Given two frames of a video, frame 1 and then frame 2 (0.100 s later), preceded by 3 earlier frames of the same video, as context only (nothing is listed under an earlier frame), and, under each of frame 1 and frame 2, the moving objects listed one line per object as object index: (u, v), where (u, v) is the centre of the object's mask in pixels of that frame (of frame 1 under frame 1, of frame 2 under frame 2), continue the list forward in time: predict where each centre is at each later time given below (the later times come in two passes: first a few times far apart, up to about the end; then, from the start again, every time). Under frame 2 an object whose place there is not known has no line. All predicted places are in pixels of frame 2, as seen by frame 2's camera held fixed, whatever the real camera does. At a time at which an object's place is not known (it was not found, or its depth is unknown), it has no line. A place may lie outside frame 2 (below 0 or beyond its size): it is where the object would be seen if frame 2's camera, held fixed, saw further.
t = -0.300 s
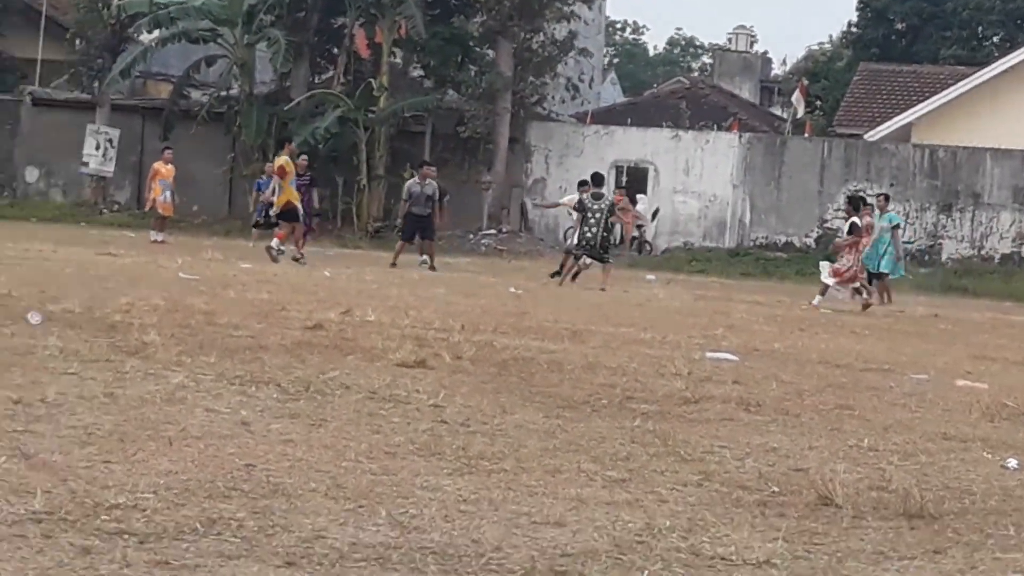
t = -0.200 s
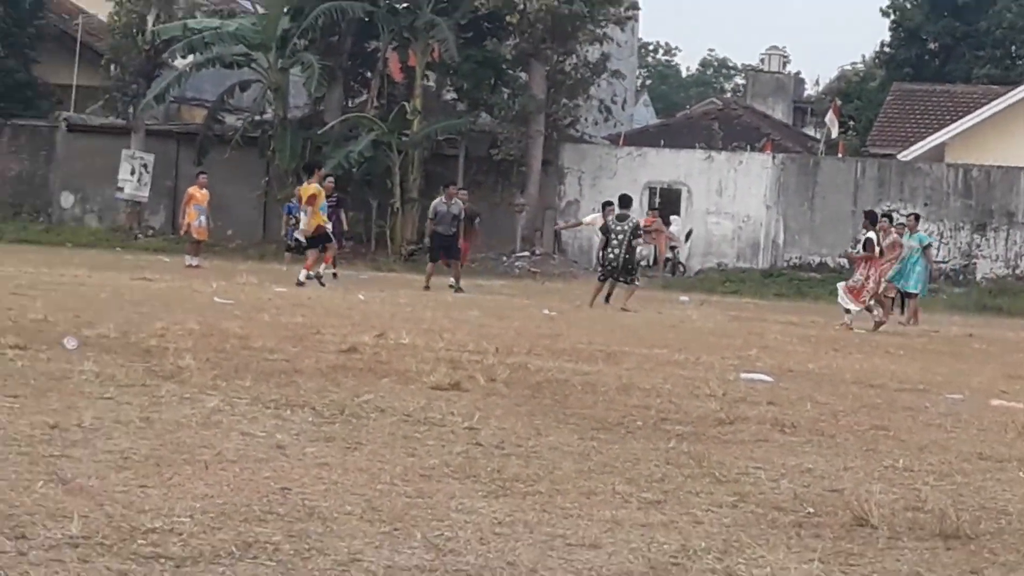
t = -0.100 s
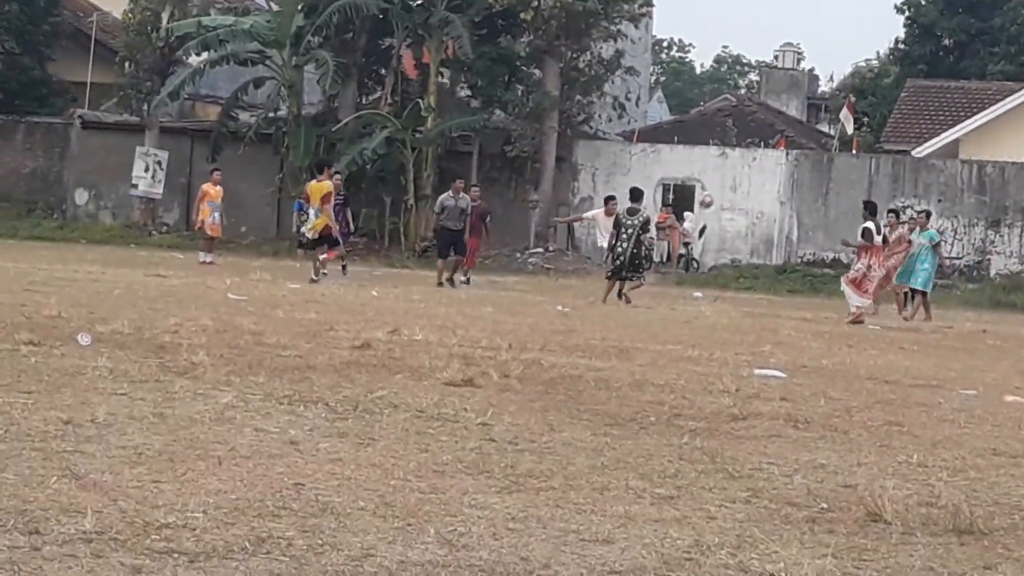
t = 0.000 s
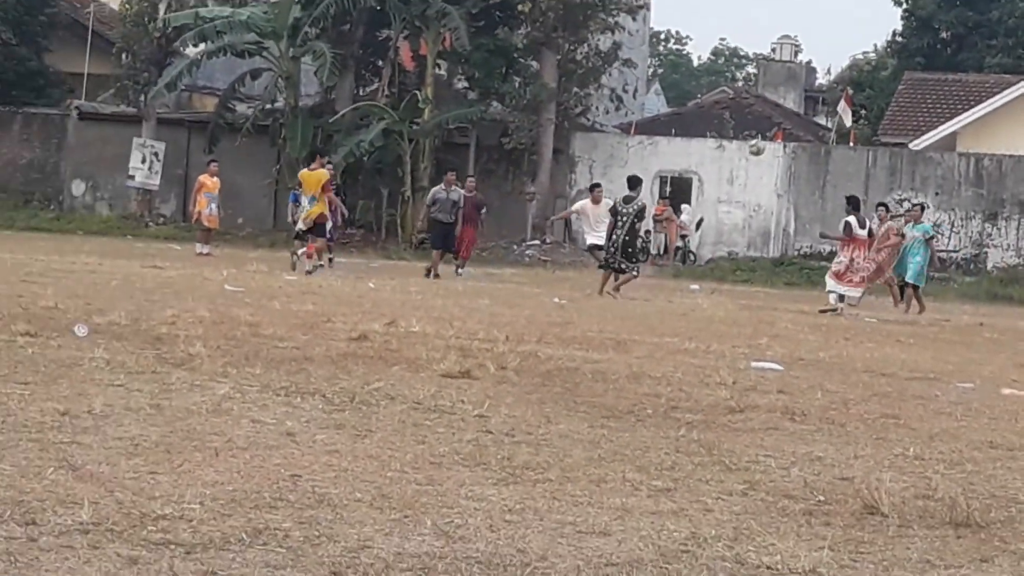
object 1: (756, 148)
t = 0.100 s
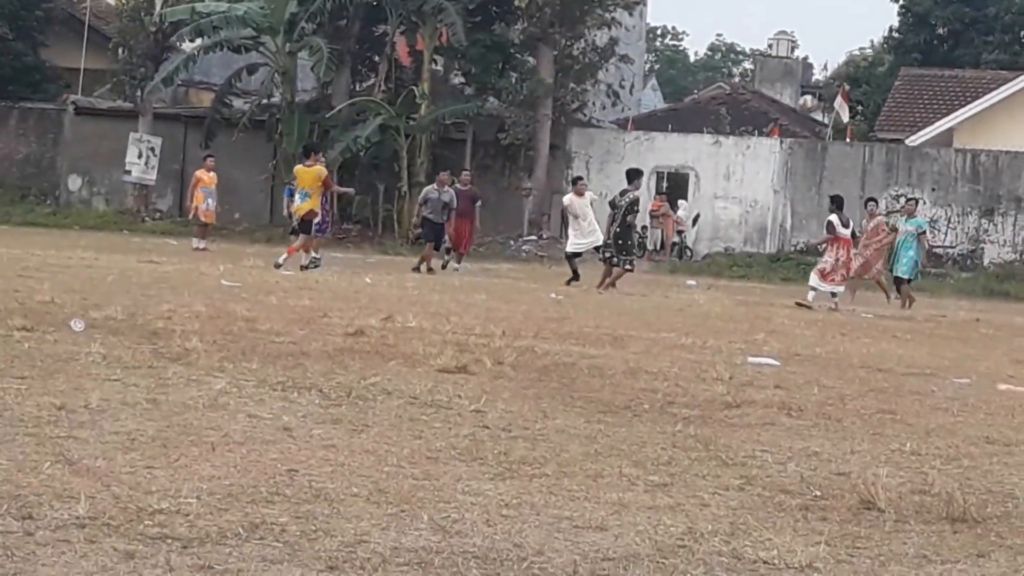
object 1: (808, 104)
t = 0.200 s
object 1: (860, 70)
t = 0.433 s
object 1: (987, 15)
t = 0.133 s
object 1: (824, 91)
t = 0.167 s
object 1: (843, 80)
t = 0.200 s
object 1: (860, 70)
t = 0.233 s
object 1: (878, 59)
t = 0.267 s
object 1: (896, 51)
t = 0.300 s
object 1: (914, 42)
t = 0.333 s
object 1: (932, 34)
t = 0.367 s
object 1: (950, 27)
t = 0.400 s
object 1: (968, 21)
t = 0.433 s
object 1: (987, 15)
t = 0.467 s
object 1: (1007, 7)
